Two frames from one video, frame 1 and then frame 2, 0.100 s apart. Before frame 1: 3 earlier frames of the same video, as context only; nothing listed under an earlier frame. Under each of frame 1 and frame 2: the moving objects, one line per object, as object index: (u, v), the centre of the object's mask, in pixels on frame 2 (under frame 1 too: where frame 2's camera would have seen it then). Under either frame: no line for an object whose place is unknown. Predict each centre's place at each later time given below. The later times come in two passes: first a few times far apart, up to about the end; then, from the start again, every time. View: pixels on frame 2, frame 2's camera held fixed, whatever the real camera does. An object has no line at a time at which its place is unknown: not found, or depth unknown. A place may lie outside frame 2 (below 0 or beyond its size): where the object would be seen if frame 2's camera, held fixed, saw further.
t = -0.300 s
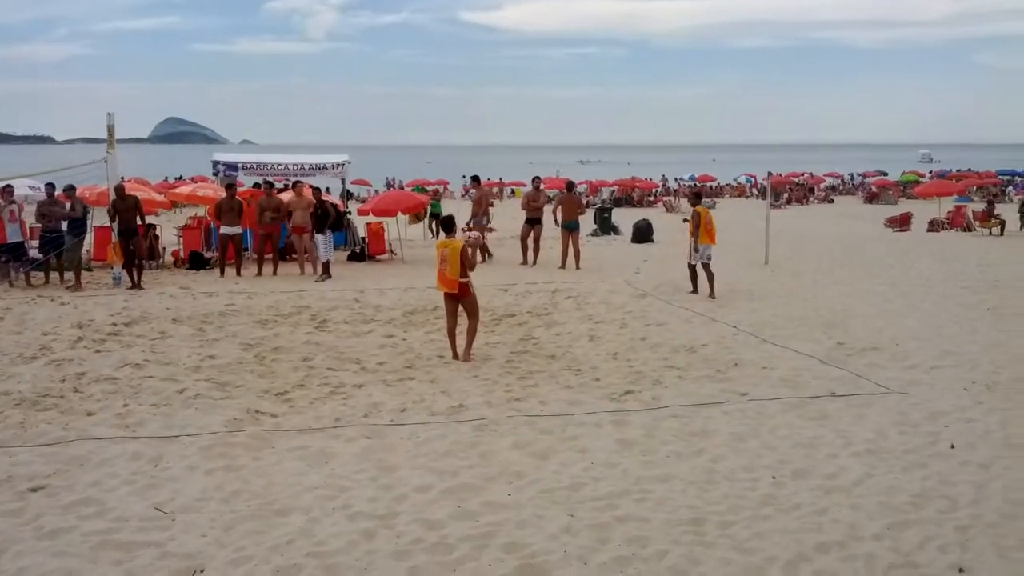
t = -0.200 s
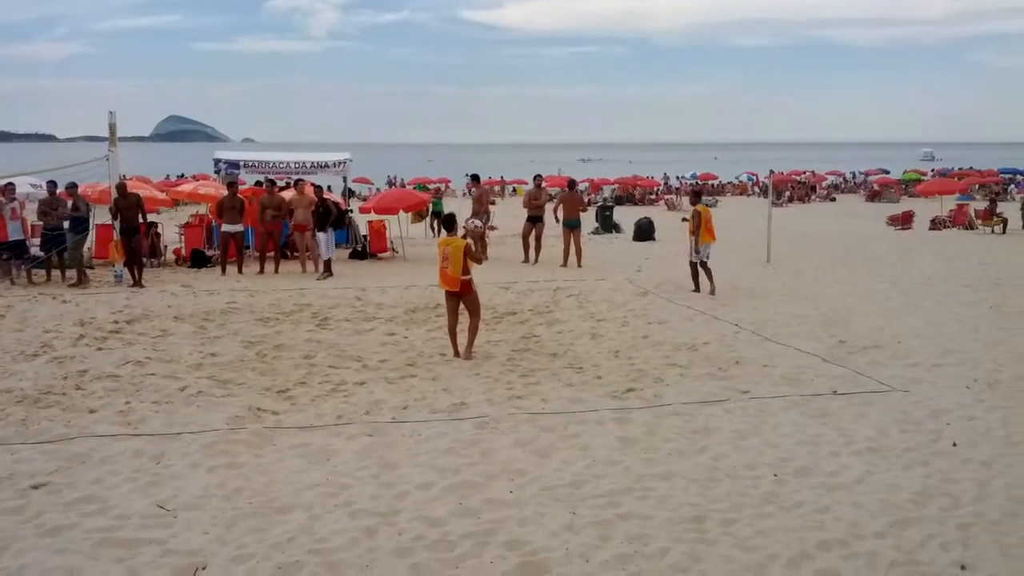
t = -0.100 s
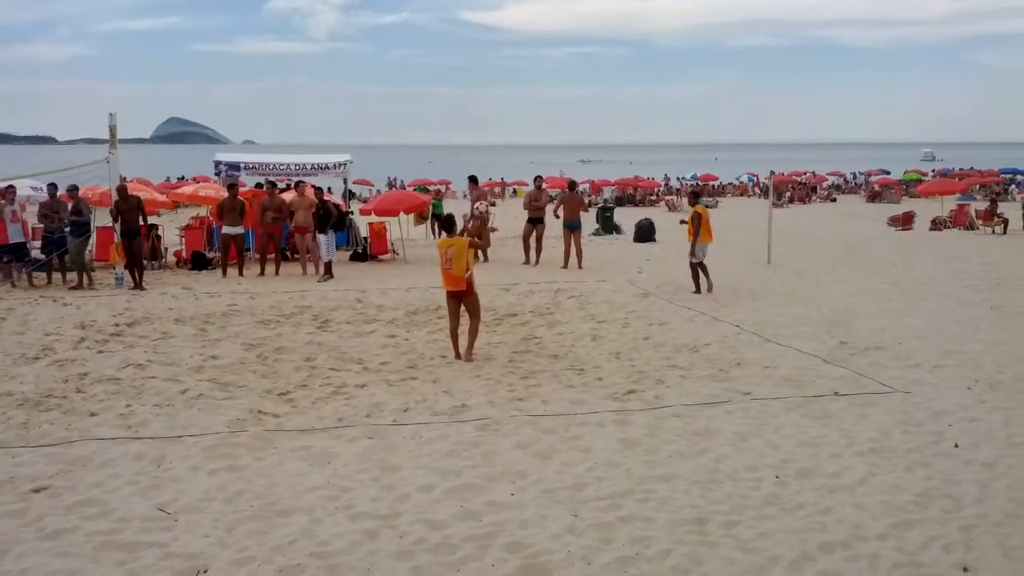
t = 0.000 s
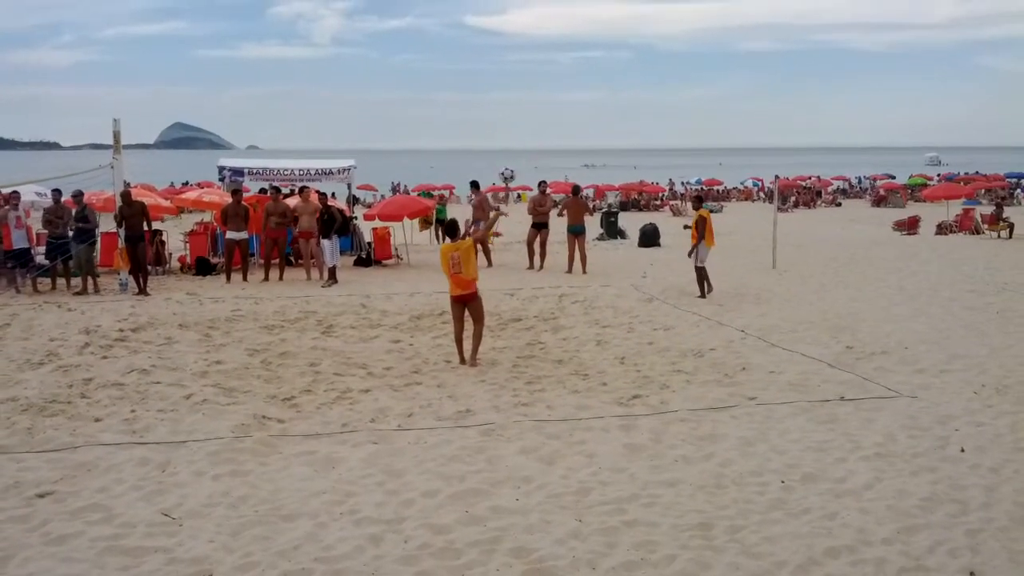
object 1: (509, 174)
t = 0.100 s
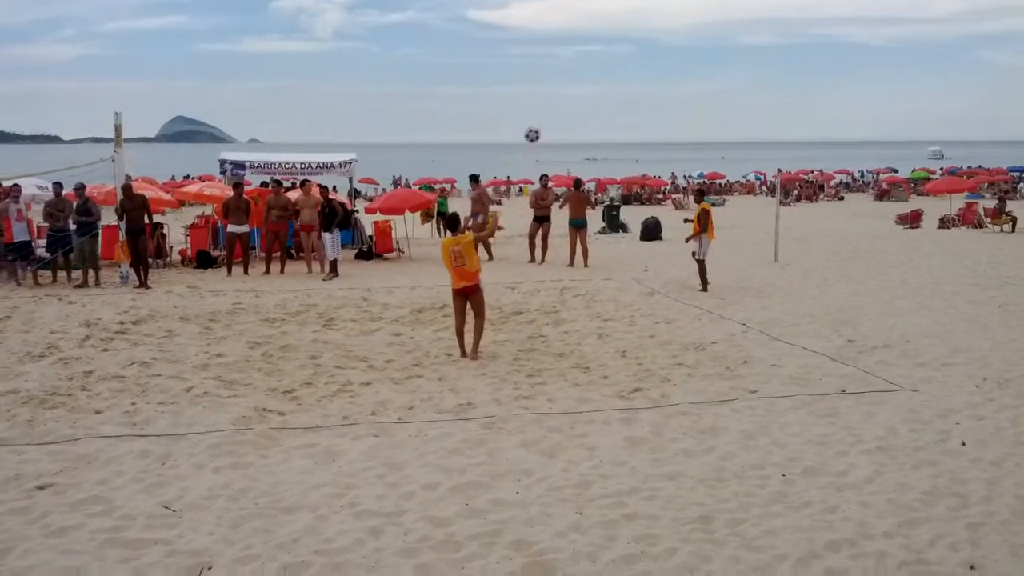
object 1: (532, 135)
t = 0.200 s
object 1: (554, 109)
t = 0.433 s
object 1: (600, 85)
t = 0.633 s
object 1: (640, 94)
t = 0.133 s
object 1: (539, 124)
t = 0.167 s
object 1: (547, 117)
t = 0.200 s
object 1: (554, 109)
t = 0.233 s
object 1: (561, 102)
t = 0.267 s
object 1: (568, 97)
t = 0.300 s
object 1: (574, 94)
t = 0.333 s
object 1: (580, 95)
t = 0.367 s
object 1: (587, 91)
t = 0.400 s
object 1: (594, 89)
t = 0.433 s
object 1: (600, 85)
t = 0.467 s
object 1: (607, 84)
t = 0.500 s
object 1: (614, 83)
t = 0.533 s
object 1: (620, 84)
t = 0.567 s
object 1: (628, 87)
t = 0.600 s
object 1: (634, 89)
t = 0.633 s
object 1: (640, 94)
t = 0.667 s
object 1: (647, 99)
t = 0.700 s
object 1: (652, 104)
